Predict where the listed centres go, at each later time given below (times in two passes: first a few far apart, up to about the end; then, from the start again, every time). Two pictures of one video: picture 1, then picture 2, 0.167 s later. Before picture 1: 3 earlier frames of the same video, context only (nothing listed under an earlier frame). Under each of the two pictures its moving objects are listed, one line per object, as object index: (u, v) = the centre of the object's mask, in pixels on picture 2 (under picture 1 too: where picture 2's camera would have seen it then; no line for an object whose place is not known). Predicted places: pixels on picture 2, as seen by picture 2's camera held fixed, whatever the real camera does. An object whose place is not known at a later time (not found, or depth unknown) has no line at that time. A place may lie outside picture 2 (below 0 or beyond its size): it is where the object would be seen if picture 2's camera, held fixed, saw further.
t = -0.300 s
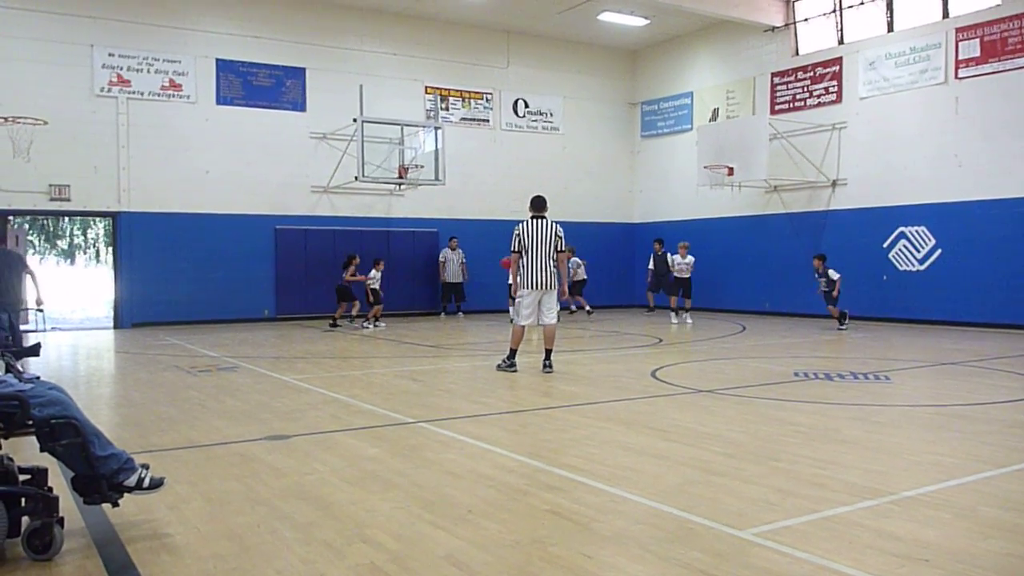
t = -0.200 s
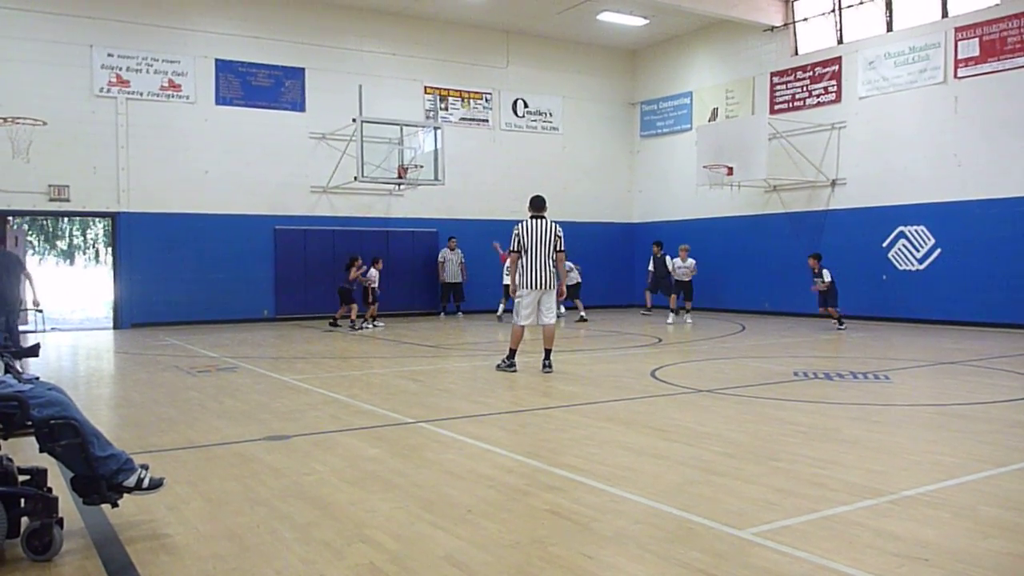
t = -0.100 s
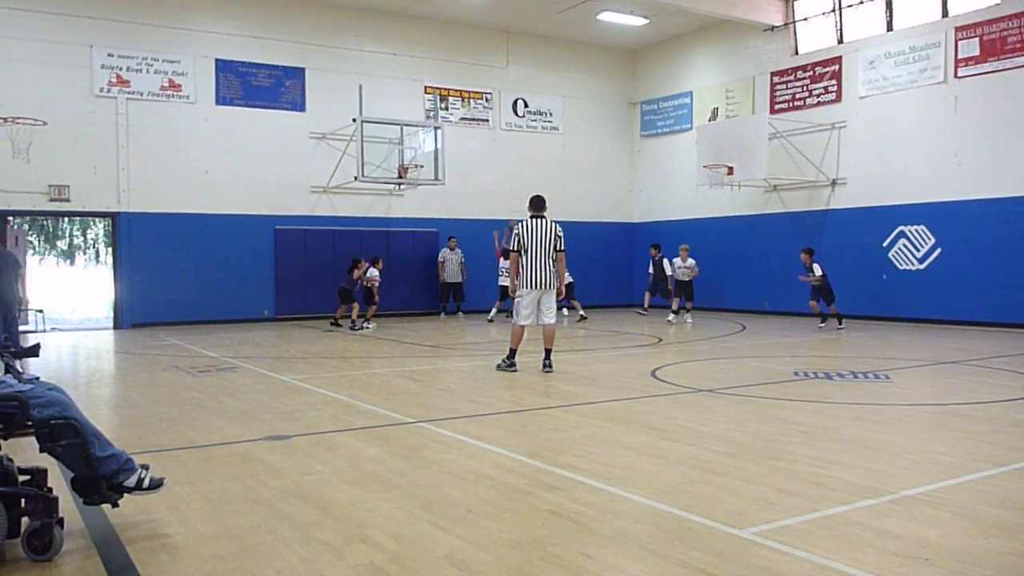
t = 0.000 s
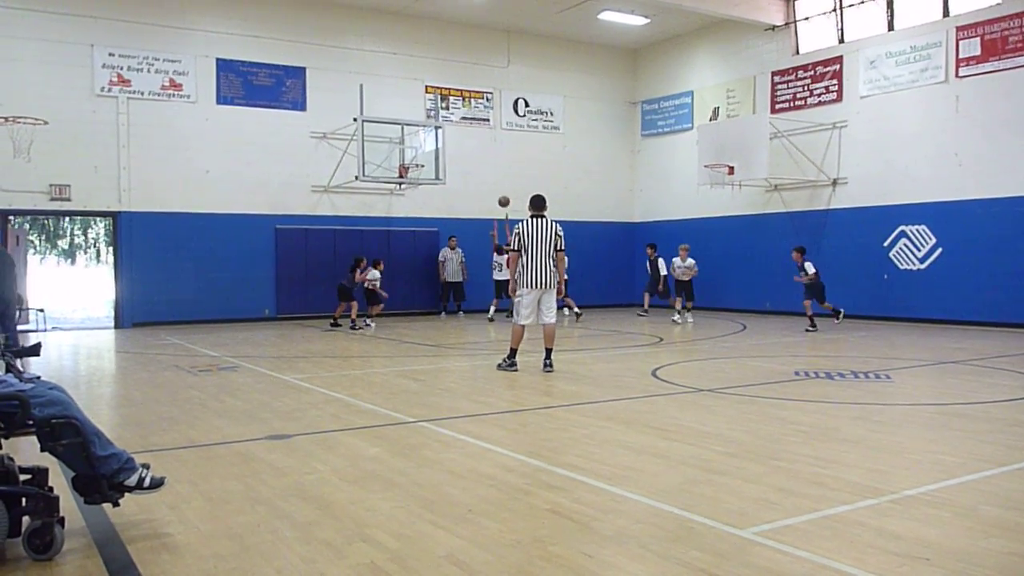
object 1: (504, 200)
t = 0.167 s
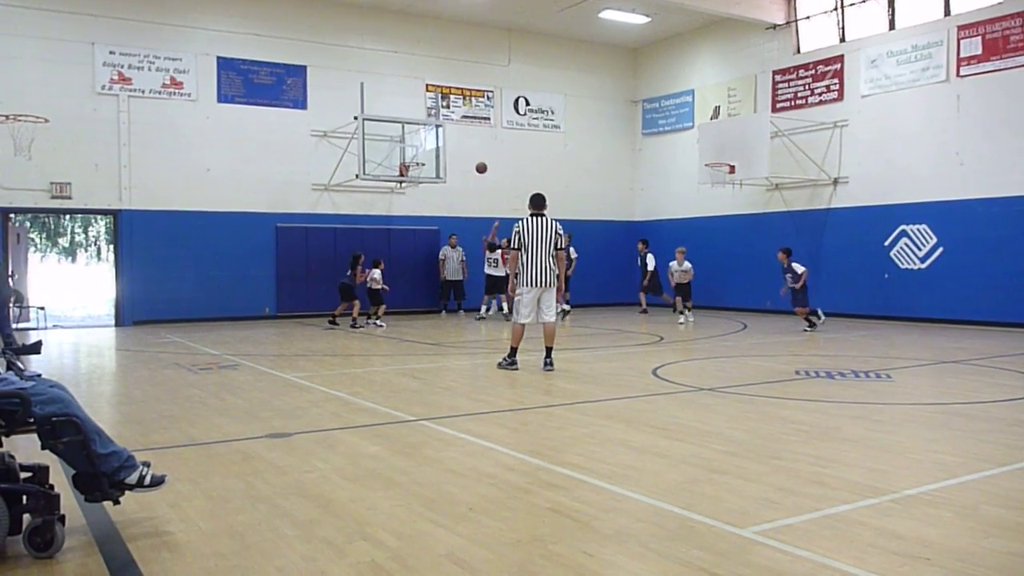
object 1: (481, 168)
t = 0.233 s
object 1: (472, 159)
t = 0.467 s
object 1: (440, 144)
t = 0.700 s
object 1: (408, 156)
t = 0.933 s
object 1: (408, 143)
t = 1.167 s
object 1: (413, 151)
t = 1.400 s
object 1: (418, 188)
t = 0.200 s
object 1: (476, 163)
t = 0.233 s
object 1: (472, 159)
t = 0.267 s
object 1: (467, 155)
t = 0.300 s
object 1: (463, 152)
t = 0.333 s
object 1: (458, 149)
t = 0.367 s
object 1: (454, 147)
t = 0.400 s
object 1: (449, 145)
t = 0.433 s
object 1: (445, 144)
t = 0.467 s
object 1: (440, 144)
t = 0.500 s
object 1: (435, 144)
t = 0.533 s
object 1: (431, 145)
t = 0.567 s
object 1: (426, 146)
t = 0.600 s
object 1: (422, 147)
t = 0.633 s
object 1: (417, 149)
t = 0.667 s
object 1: (413, 152)
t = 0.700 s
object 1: (408, 156)
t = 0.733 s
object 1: (405, 158)
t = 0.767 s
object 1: (405, 154)
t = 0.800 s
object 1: (406, 150)
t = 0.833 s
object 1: (406, 148)
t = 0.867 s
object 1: (407, 145)
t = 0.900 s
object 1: (408, 144)
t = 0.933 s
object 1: (408, 143)
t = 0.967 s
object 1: (409, 142)
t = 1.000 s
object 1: (409, 142)
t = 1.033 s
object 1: (410, 143)
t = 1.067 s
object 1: (411, 144)
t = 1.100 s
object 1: (411, 146)
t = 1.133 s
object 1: (412, 148)
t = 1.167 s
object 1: (413, 151)
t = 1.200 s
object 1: (413, 154)
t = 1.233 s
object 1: (414, 159)
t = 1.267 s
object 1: (415, 163)
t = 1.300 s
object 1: (416, 169)
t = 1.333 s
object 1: (416, 174)
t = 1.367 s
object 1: (417, 181)
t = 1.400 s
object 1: (418, 188)
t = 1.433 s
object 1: (418, 195)
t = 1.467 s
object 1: (419, 204)
